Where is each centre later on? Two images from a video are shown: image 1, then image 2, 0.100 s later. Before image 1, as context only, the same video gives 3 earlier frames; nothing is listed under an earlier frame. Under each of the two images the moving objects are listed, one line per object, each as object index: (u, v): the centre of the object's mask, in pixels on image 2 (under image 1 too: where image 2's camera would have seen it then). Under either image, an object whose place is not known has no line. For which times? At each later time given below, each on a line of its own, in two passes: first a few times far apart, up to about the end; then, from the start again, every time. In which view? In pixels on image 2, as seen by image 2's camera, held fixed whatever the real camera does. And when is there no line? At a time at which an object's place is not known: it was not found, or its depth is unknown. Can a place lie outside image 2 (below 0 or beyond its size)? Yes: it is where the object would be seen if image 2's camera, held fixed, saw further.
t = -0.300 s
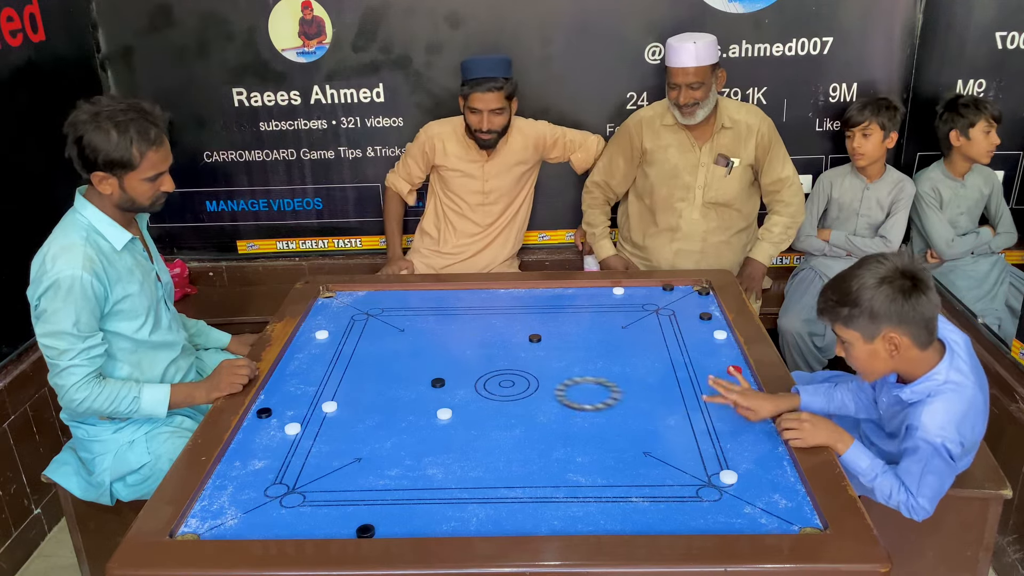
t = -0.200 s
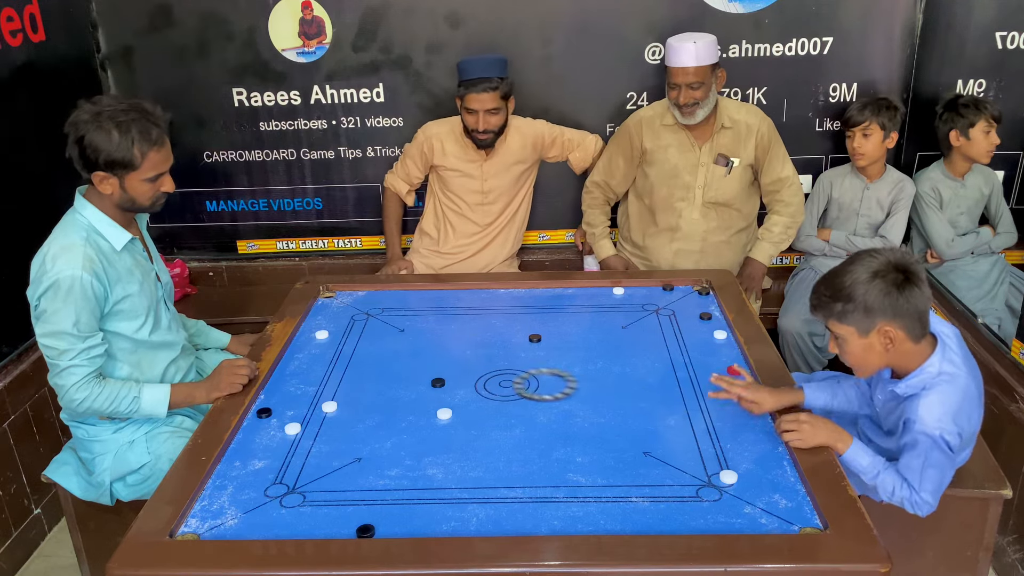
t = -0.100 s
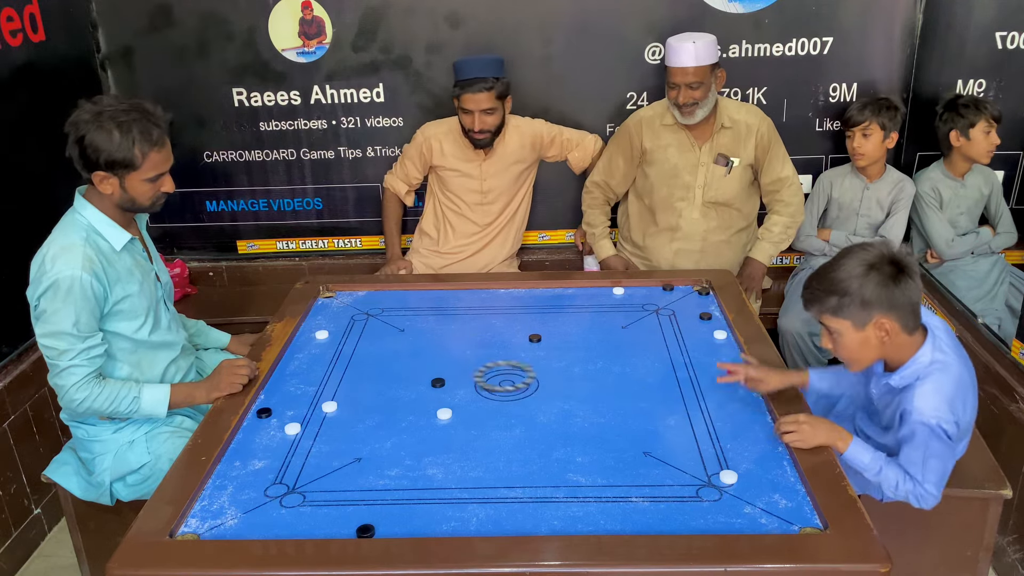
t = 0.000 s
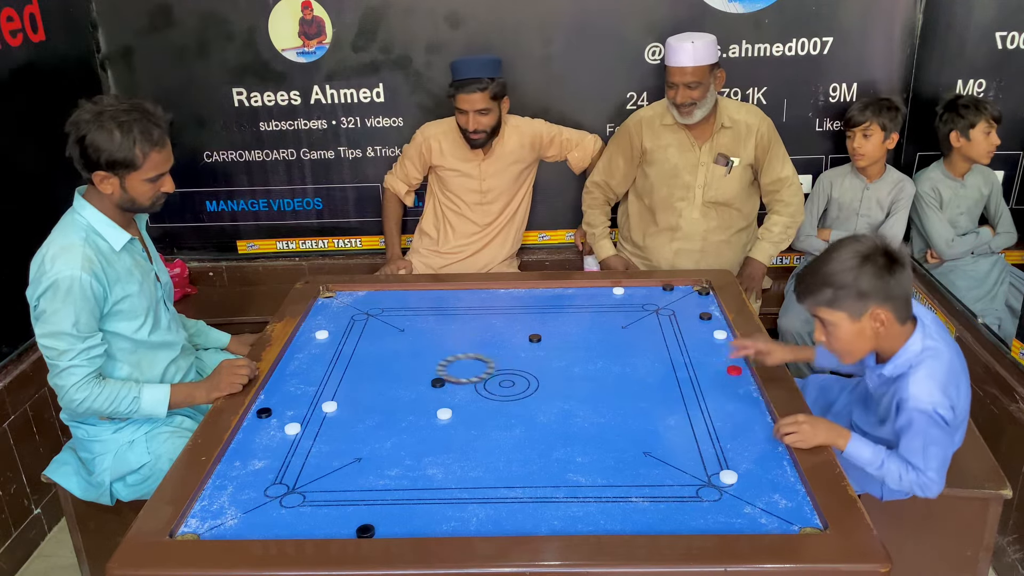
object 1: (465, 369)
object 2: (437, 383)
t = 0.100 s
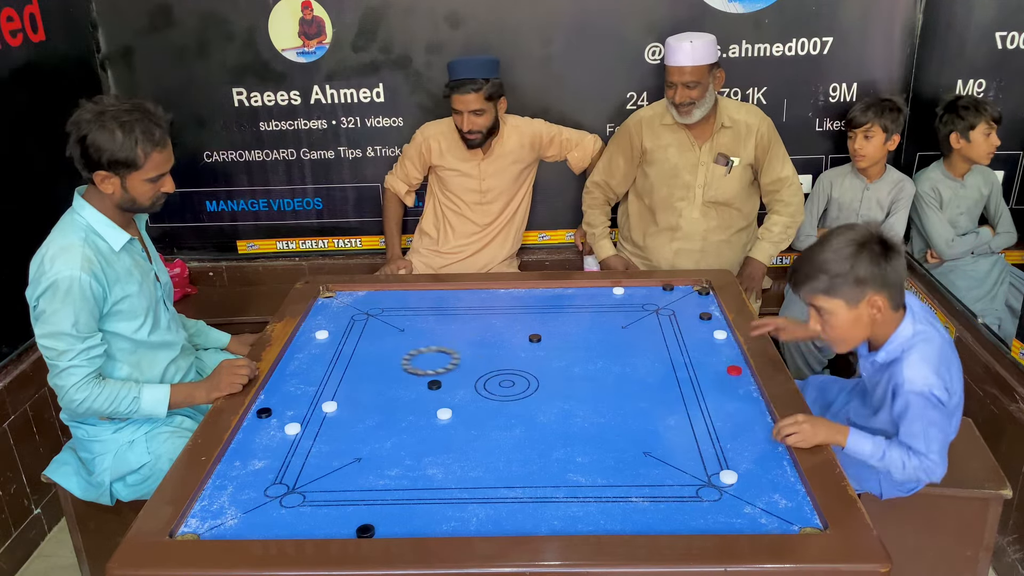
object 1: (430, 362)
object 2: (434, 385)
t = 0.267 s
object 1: (376, 350)
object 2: (428, 389)
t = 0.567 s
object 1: (333, 336)
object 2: (420, 394)
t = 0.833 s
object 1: (372, 330)
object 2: (416, 397)
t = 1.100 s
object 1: (409, 326)
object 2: (415, 398)
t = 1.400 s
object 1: (445, 322)
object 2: (415, 398)
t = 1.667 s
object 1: (472, 319)
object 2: (415, 398)
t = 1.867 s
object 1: (490, 317)
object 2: (415, 398)
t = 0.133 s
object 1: (419, 359)
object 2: (433, 386)
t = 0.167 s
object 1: (408, 357)
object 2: (431, 386)
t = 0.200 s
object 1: (397, 354)
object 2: (430, 387)
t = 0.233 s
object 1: (386, 352)
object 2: (429, 388)
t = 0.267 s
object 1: (376, 350)
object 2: (428, 389)
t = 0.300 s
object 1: (365, 347)
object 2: (427, 389)
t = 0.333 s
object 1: (355, 345)
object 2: (426, 390)
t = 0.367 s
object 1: (345, 343)
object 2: (425, 391)
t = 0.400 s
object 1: (337, 341)
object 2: (424, 391)
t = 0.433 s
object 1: (329, 340)
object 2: (423, 392)
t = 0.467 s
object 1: (322, 338)
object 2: (422, 392)
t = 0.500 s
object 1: (323, 338)
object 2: (421, 393)
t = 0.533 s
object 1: (328, 337)
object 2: (420, 393)
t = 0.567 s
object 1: (333, 336)
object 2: (420, 394)
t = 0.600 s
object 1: (338, 335)
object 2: (419, 394)
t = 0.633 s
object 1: (343, 335)
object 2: (419, 395)
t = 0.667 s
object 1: (348, 334)
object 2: (418, 395)
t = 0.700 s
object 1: (353, 333)
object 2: (417, 395)
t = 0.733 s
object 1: (358, 333)
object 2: (417, 396)
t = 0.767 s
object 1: (363, 332)
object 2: (417, 396)
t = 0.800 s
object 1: (368, 331)
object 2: (416, 396)
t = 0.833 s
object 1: (372, 330)
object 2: (416, 397)
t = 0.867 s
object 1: (377, 330)
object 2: (416, 397)
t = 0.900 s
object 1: (381, 329)
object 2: (416, 397)
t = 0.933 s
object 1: (386, 329)
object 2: (416, 397)
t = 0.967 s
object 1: (390, 328)
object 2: (415, 397)
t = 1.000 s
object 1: (395, 327)
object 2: (415, 398)
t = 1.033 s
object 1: (400, 327)
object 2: (415, 398)
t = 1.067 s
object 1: (404, 326)
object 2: (415, 398)
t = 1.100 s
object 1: (409, 326)
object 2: (415, 398)
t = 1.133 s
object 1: (413, 326)
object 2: (415, 398)
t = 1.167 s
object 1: (417, 325)
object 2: (415, 398)
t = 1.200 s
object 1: (421, 325)
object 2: (415, 398)
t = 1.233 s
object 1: (425, 324)
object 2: (415, 398)
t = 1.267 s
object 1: (430, 324)
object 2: (415, 398)
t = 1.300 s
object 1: (433, 323)
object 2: (415, 398)
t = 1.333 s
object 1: (437, 323)
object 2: (415, 398)
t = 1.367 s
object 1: (441, 322)
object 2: (415, 398)
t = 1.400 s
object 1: (445, 322)
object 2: (415, 398)
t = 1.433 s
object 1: (449, 322)
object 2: (415, 398)
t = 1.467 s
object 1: (452, 321)
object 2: (415, 398)
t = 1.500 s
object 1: (456, 321)
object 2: (415, 398)
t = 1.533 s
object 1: (459, 321)
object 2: (415, 398)
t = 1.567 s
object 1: (462, 320)
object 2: (415, 398)
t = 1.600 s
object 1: (466, 320)
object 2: (415, 398)
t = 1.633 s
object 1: (469, 320)
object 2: (415, 398)
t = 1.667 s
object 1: (472, 319)
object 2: (415, 398)
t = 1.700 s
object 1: (475, 319)
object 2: (415, 398)
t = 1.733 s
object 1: (478, 319)
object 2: (415, 398)
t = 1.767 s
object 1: (481, 318)
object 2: (415, 398)
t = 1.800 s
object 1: (484, 318)
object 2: (415, 398)
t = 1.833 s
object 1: (487, 318)
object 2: (415, 398)
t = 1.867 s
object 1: (490, 317)
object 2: (415, 398)
